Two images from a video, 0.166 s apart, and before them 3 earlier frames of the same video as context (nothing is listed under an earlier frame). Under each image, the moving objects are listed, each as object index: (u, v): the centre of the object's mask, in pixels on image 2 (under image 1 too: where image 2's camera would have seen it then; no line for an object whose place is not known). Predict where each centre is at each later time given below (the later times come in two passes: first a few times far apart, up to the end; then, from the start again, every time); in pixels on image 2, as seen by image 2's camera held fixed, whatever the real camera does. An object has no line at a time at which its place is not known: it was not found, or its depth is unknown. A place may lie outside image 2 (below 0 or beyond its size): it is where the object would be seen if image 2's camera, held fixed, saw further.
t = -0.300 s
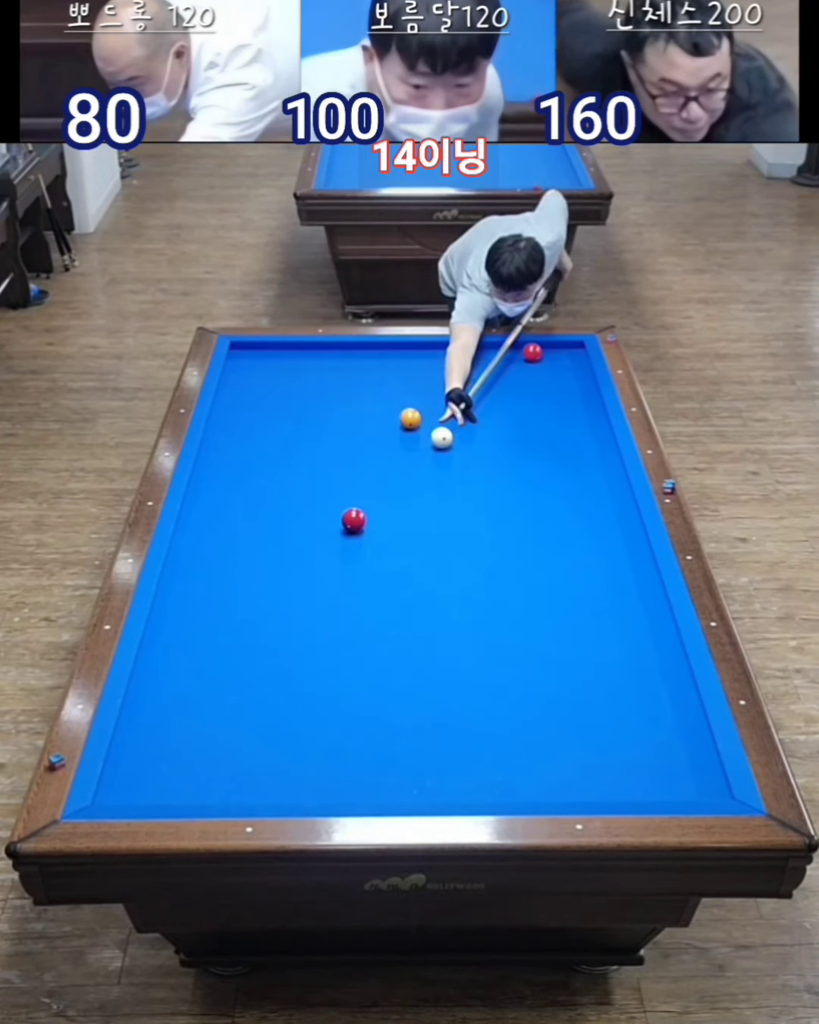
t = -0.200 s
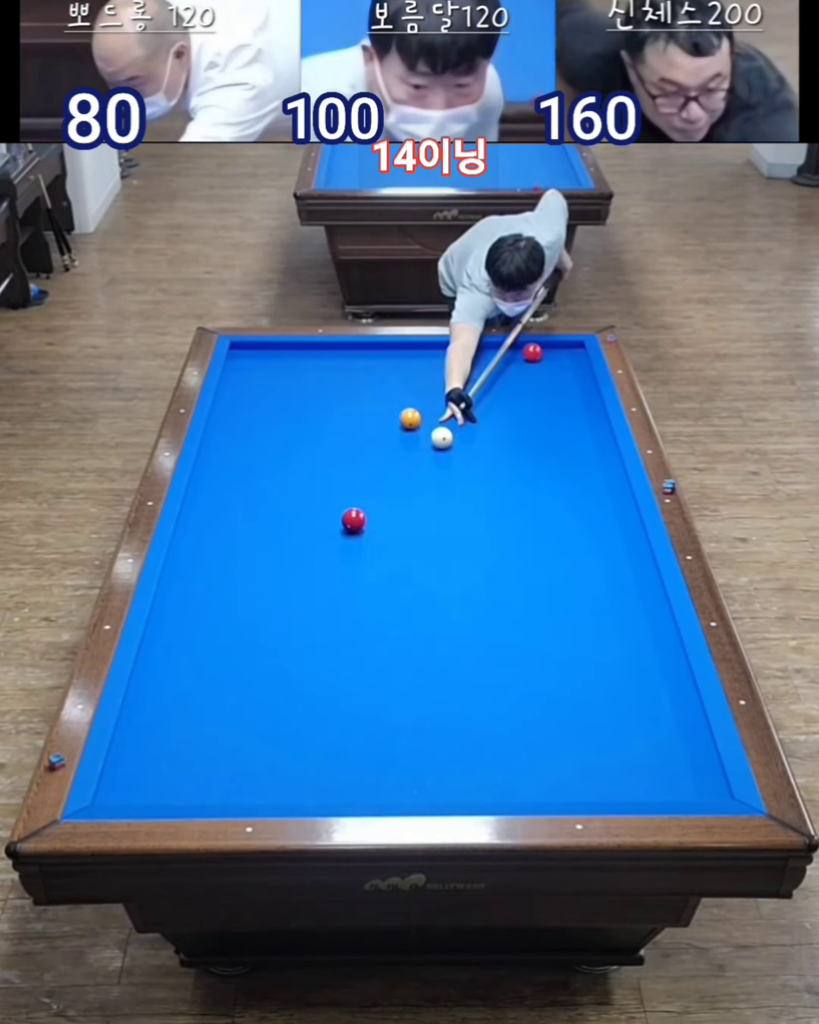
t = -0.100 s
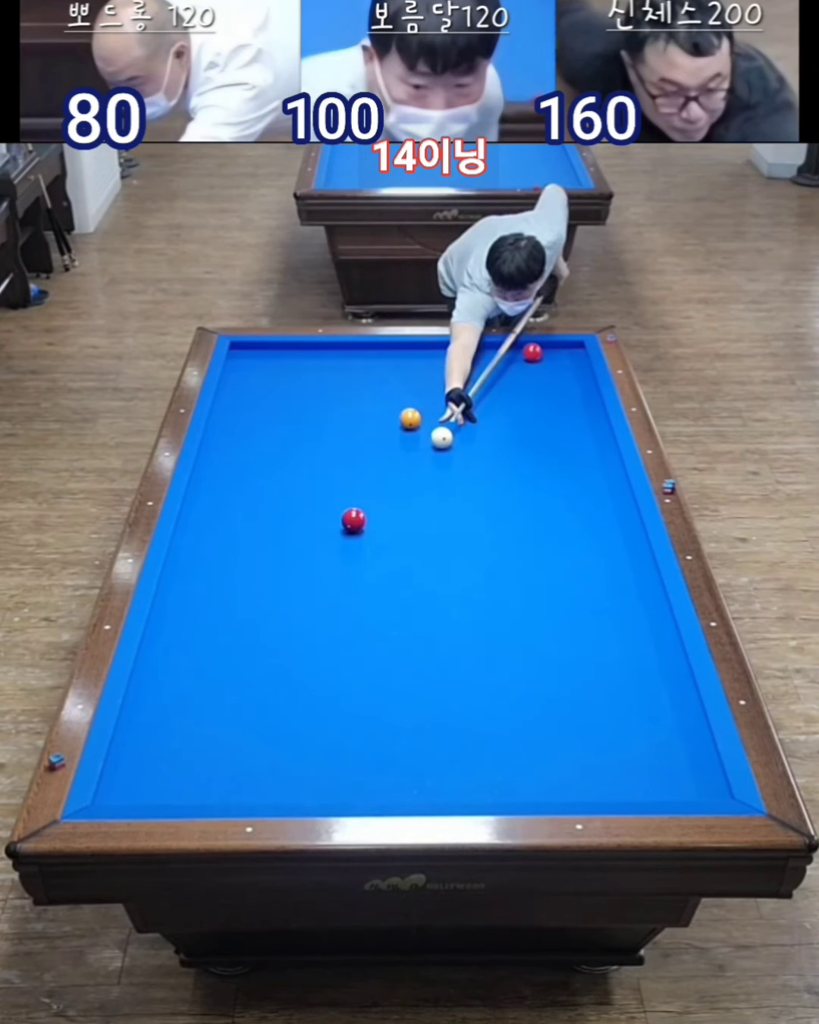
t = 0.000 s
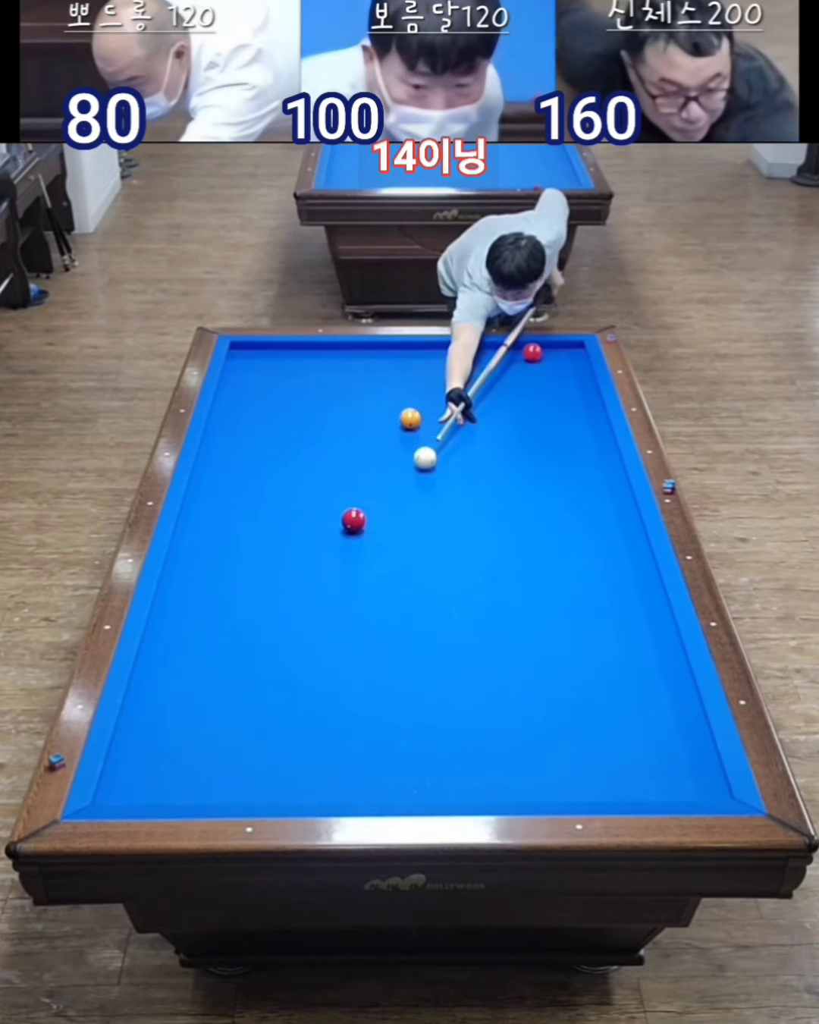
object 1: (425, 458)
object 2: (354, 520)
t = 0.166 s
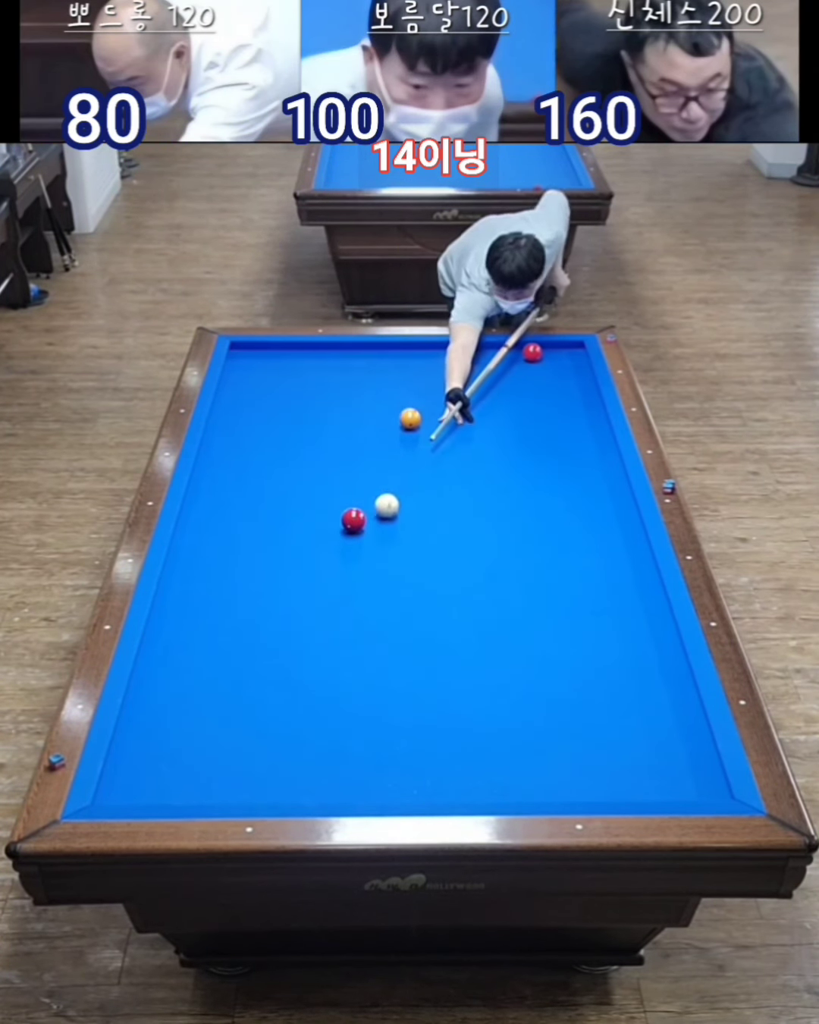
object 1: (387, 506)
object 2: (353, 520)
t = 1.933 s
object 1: (442, 580)
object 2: (314, 572)
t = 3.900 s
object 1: (482, 364)
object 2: (531, 616)
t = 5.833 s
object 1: (516, 407)
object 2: (656, 647)
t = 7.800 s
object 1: (547, 475)
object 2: (620, 656)
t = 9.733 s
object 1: (574, 552)
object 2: (620, 656)
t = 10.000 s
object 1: (574, 552)
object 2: (620, 656)
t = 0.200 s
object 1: (379, 516)
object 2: (353, 520)
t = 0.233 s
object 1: (380, 525)
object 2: (344, 521)
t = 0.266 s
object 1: (383, 534)
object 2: (333, 523)
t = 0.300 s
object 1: (384, 544)
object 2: (323, 524)
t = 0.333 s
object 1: (385, 554)
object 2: (314, 526)
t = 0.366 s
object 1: (386, 564)
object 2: (306, 527)
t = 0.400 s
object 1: (387, 574)
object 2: (298, 528)
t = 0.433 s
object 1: (387, 585)
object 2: (290, 529)
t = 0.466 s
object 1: (388, 596)
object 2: (281, 530)
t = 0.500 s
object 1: (389, 607)
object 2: (273, 532)
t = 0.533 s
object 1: (390, 619)
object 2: (265, 533)
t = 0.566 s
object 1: (390, 631)
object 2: (257, 534)
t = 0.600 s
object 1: (391, 643)
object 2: (249, 535)
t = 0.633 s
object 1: (392, 656)
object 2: (241, 536)
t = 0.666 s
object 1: (393, 668)
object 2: (233, 537)
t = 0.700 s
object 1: (393, 681)
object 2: (225, 539)
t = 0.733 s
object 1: (394, 695)
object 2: (216, 540)
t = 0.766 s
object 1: (395, 709)
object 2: (208, 541)
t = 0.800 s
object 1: (396, 723)
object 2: (200, 542)
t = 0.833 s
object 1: (397, 738)
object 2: (192, 543)
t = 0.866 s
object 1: (398, 753)
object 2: (184, 544)
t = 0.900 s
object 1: (399, 769)
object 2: (186, 545)
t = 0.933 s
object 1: (400, 785)
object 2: (192, 546)
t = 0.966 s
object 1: (402, 789)
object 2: (196, 547)
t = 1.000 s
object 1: (403, 779)
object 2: (201, 548)
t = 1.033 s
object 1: (405, 767)
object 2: (205, 549)
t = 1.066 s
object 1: (407, 756)
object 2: (209, 550)
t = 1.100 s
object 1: (409, 746)
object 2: (213, 551)
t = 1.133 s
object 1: (411, 737)
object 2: (217, 551)
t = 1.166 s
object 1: (412, 729)
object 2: (222, 552)
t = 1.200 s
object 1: (414, 721)
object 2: (225, 553)
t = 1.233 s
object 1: (415, 714)
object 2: (230, 553)
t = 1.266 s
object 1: (417, 706)
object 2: (233, 555)
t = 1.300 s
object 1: (418, 699)
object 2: (237, 556)
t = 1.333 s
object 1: (420, 691)
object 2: (242, 557)
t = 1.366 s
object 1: (421, 685)
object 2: (246, 558)
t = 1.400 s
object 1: (422, 678)
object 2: (250, 559)
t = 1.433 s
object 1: (424, 671)
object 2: (254, 559)
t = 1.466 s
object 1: (425, 664)
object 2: (258, 560)
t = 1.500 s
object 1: (427, 657)
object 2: (262, 561)
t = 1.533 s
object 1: (428, 651)
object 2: (267, 562)
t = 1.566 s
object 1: (429, 644)
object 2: (271, 562)
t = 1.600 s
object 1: (431, 638)
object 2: (275, 564)
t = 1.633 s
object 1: (432, 632)
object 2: (278, 565)
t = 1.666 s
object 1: (433, 626)
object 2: (283, 565)
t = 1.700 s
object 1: (434, 620)
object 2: (286, 566)
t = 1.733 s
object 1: (435, 614)
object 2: (291, 567)
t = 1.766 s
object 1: (436, 608)
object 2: (294, 568)
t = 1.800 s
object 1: (437, 602)
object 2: (298, 569)
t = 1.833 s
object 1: (439, 597)
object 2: (302, 570)
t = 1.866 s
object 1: (440, 591)
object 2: (306, 571)
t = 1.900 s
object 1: (441, 586)
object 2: (310, 571)
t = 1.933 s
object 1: (442, 580)
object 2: (314, 572)
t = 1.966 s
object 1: (443, 575)
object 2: (318, 573)
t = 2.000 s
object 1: (444, 570)
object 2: (322, 574)
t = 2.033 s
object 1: (445, 565)
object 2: (326, 575)
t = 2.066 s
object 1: (446, 560)
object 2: (330, 575)
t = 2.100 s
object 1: (447, 555)
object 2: (334, 576)
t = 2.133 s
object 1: (448, 550)
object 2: (338, 577)
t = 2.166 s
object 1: (448, 545)
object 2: (342, 578)
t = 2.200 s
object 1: (449, 540)
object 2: (346, 579)
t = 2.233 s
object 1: (450, 535)
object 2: (350, 579)
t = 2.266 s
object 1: (451, 531)
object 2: (353, 580)
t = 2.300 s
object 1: (452, 526)
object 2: (357, 581)
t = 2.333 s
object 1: (453, 522)
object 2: (361, 582)
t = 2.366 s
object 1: (454, 517)
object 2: (365, 583)
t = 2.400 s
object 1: (455, 513)
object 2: (369, 583)
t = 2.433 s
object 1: (455, 508)
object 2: (373, 584)
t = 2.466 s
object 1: (456, 504)
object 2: (377, 585)
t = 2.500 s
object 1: (457, 500)
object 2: (380, 586)
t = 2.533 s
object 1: (458, 496)
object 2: (384, 587)
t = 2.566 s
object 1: (458, 492)
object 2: (388, 587)
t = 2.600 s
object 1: (459, 488)
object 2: (392, 588)
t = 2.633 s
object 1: (460, 484)
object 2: (396, 589)
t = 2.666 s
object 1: (461, 480)
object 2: (400, 589)
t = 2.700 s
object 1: (462, 476)
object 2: (403, 590)
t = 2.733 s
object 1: (462, 472)
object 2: (407, 591)
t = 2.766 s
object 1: (463, 468)
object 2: (411, 592)
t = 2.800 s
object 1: (464, 465)
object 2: (414, 592)
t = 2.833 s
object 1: (464, 461)
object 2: (418, 593)
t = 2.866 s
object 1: (465, 458)
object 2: (422, 594)
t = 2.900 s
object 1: (466, 454)
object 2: (426, 595)
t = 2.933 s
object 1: (467, 450)
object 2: (429, 595)
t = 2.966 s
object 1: (467, 447)
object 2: (433, 596)
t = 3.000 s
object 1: (468, 443)
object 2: (437, 597)
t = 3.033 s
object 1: (468, 440)
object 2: (440, 598)
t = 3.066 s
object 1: (469, 437)
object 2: (444, 598)
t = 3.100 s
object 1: (470, 433)
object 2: (448, 599)
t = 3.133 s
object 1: (470, 430)
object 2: (451, 600)
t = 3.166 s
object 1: (471, 427)
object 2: (455, 601)
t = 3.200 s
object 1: (472, 424)
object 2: (459, 601)
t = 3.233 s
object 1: (472, 420)
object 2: (462, 602)
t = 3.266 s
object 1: (473, 417)
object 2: (466, 603)
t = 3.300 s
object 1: (473, 414)
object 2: (469, 603)
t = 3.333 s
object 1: (474, 411)
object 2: (473, 604)
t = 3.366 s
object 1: (474, 408)
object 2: (477, 605)
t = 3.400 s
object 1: (475, 405)
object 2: (480, 606)
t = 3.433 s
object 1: (475, 402)
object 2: (483, 607)
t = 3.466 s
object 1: (476, 399)
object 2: (487, 607)
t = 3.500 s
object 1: (476, 396)
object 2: (490, 608)
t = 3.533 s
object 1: (477, 394)
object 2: (494, 608)
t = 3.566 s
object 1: (477, 391)
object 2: (497, 609)
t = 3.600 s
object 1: (478, 388)
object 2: (501, 610)
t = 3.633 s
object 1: (478, 385)
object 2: (505, 611)
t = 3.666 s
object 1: (479, 383)
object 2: (508, 611)
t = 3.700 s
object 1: (479, 380)
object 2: (511, 612)
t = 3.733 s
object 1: (480, 377)
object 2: (515, 613)
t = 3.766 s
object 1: (481, 375)
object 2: (518, 613)
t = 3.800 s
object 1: (481, 372)
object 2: (521, 613)
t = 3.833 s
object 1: (481, 370)
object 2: (525, 615)
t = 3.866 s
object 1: (482, 367)
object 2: (528, 615)
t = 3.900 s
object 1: (482, 364)
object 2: (531, 616)
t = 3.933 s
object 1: (483, 362)
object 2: (535, 616)
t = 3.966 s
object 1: (483, 359)
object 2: (538, 617)
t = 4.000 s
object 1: (483, 357)
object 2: (541, 618)
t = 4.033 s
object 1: (484, 355)
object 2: (545, 619)
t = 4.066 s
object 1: (485, 352)
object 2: (548, 619)
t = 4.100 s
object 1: (485, 350)
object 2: (551, 620)
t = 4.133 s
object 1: (485, 348)
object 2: (554, 621)
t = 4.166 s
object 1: (486, 345)
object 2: (558, 621)
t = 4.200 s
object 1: (486, 346)
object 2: (561, 622)
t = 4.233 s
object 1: (487, 348)
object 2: (564, 623)
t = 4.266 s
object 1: (488, 349)
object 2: (567, 623)
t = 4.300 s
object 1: (488, 350)
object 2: (570, 624)
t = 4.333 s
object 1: (489, 351)
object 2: (573, 625)
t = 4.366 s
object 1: (490, 353)
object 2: (577, 626)
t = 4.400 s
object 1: (490, 354)
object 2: (580, 626)
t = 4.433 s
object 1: (491, 355)
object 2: (583, 627)
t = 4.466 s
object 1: (492, 356)
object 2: (586, 628)
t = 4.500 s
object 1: (492, 358)
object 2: (589, 628)
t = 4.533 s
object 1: (493, 359)
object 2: (592, 629)
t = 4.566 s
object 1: (493, 360)
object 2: (595, 629)
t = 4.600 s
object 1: (494, 361)
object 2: (598, 630)
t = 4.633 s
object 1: (495, 363)
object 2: (601, 630)
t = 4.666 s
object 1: (495, 364)
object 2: (604, 631)
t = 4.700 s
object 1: (496, 365)
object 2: (607, 632)
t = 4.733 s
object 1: (496, 367)
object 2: (610, 632)
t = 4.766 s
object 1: (497, 368)
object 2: (613, 633)
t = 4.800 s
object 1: (498, 369)
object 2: (616, 633)
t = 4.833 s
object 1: (498, 370)
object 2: (618, 634)
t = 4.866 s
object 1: (499, 371)
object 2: (622, 634)
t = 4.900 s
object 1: (499, 373)
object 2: (624, 635)
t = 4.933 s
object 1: (500, 374)
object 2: (627, 636)
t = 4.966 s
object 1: (501, 375)
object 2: (630, 636)
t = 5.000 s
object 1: (501, 376)
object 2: (633, 637)
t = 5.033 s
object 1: (502, 378)
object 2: (636, 637)
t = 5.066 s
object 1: (502, 379)
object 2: (638, 638)
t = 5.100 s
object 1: (503, 380)
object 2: (641, 638)
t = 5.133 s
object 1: (504, 381)
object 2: (644, 639)
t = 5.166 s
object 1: (504, 383)
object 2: (646, 639)
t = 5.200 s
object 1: (505, 384)
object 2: (649, 640)
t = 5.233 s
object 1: (505, 385)
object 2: (652, 640)
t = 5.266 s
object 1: (506, 386)
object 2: (655, 641)
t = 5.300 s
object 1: (506, 388)
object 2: (657, 641)
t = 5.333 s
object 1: (507, 389)
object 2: (660, 642)
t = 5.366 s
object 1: (507, 390)
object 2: (663, 643)
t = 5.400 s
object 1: (508, 391)
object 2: (665, 643)
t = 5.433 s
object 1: (509, 392)
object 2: (668, 643)
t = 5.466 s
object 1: (509, 394)
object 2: (668, 644)
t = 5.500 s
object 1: (510, 395)
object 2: (667, 644)
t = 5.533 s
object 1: (510, 396)
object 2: (666, 645)
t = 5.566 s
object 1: (511, 398)
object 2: (665, 645)
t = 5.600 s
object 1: (512, 399)
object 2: (664, 645)
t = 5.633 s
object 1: (512, 400)
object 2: (662, 646)
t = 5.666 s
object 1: (513, 401)
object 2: (661, 646)
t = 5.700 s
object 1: (514, 402)
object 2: (660, 646)
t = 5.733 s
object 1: (514, 403)
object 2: (659, 646)
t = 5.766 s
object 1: (515, 405)
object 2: (658, 647)
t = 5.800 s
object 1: (515, 406)
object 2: (657, 647)
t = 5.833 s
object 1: (516, 407)
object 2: (656, 647)
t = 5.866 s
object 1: (516, 408)
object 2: (655, 648)
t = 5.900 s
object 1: (517, 410)
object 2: (654, 648)
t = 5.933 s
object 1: (518, 411)
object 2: (653, 648)
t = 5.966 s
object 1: (518, 412)
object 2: (652, 648)
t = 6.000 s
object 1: (519, 413)
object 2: (650, 649)
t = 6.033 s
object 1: (519, 415)
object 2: (649, 649)
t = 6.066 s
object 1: (520, 416)
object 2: (648, 649)
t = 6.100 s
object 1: (520, 417)
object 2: (647, 650)
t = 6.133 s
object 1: (521, 418)
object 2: (646, 650)
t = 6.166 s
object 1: (522, 419)
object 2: (646, 650)
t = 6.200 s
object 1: (522, 421)
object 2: (645, 650)
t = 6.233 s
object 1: (523, 422)
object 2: (644, 651)
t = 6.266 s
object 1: (523, 423)
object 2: (643, 651)
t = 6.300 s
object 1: (524, 424)
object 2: (642, 651)
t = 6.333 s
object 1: (524, 425)
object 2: (641, 651)
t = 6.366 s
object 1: (525, 426)
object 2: (640, 652)
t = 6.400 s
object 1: (526, 428)
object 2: (639, 651)
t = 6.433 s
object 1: (526, 429)
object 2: (639, 651)
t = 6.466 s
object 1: (527, 430)
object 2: (638, 651)
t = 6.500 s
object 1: (527, 431)
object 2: (637, 652)
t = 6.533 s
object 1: (528, 432)
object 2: (636, 652)
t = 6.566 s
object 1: (528, 433)
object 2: (635, 653)
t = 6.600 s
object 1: (529, 435)
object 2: (635, 653)
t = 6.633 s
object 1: (529, 436)
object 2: (634, 653)
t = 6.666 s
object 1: (530, 437)
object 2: (633, 653)
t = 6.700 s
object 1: (530, 438)
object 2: (632, 654)
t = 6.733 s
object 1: (531, 439)
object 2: (632, 654)
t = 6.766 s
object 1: (532, 440)
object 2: (631, 654)
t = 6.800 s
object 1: (532, 442)
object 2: (631, 654)
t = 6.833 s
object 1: (533, 443)
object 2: (630, 654)
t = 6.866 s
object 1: (533, 444)
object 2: (629, 654)
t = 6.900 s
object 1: (534, 445)
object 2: (629, 654)
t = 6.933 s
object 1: (534, 446)
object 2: (628, 655)
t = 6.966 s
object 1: (535, 447)
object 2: (628, 655)
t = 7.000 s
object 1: (535, 448)
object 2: (627, 655)
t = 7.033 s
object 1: (536, 450)
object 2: (627, 655)
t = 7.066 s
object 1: (536, 451)
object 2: (626, 655)
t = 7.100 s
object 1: (537, 452)
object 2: (626, 655)
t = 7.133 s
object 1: (537, 453)
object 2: (625, 655)
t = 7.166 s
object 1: (538, 454)
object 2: (624, 655)
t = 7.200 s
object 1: (538, 455)
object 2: (624, 655)
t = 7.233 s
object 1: (539, 456)
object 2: (624, 655)
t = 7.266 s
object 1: (539, 457)
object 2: (623, 655)
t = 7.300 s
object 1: (540, 459)
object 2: (623, 655)
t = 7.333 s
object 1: (540, 460)
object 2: (623, 656)
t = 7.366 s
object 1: (541, 461)
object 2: (622, 656)
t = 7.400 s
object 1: (541, 462)
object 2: (622, 656)
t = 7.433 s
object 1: (542, 463)
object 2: (622, 656)
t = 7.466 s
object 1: (542, 464)
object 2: (622, 656)
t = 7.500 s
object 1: (543, 465)
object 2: (621, 656)
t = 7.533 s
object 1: (543, 466)
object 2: (621, 656)
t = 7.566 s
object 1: (544, 468)
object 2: (621, 656)
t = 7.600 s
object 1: (544, 469)
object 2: (620, 656)
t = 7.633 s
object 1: (545, 470)
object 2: (620, 656)
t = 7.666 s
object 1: (545, 471)
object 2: (620, 656)
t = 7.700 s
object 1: (546, 471)
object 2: (620, 656)
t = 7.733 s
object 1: (546, 473)
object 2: (620, 656)
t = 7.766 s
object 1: (547, 474)
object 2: (620, 657)
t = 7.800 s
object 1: (547, 475)
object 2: (620, 656)
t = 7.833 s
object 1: (547, 476)
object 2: (620, 656)
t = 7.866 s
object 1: (548, 477)
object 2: (620, 656)
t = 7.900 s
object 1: (548, 478)
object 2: (620, 656)
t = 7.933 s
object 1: (549, 479)
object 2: (620, 656)
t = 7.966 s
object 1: (549, 480)
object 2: (620, 657)
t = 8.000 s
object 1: (550, 481)
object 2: (620, 657)
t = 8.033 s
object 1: (550, 482)
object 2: (620, 656)
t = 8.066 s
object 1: (551, 483)
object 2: (620, 657)
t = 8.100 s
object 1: (551, 484)
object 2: (620, 656)
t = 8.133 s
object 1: (552, 485)
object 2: (620, 656)
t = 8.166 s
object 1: (552, 486)
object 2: (620, 656)
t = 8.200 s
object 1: (552, 487)
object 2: (620, 656)
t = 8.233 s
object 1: (553, 488)
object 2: (620, 656)
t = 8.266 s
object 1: (554, 489)
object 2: (620, 656)
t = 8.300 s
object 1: (554, 490)
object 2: (620, 656)
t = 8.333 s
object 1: (554, 491)
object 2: (620, 656)
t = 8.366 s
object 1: (555, 492)
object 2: (620, 656)
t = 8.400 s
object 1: (555, 493)
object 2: (620, 656)
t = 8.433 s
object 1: (555, 494)
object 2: (620, 656)
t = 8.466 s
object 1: (556, 495)
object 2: (620, 656)
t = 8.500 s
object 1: (556, 496)
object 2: (620, 656)
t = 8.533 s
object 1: (556, 497)
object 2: (620, 656)
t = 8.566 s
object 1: (557, 498)
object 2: (620, 656)
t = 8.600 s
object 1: (557, 498)
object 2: (620, 656)
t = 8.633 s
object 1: (557, 500)
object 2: (620, 656)
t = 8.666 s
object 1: (557, 500)
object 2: (620, 656)
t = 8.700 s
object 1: (558, 501)
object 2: (620, 656)
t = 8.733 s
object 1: (558, 502)
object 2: (620, 656)
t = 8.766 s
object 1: (558, 503)
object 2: (620, 656)
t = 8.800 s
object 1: (558, 504)
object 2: (620, 656)
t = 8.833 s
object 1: (559, 505)
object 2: (620, 656)
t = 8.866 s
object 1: (560, 508)
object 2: (620, 656)
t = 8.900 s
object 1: (561, 511)
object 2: (620, 656)
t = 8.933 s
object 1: (562, 514)
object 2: (620, 656)
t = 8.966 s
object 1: (563, 517)
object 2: (620, 656)
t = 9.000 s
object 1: (564, 520)
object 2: (620, 656)
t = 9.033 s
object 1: (565, 523)
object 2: (620, 656)
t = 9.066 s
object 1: (566, 526)
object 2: (620, 656)
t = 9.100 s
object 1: (567, 528)
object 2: (620, 656)
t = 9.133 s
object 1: (567, 531)
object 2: (620, 656)
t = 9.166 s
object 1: (568, 534)
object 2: (620, 656)
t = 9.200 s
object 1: (568, 536)
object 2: (620, 656)
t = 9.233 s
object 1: (569, 538)
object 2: (620, 656)
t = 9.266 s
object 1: (569, 540)
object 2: (620, 656)
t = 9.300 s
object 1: (569, 542)
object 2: (620, 656)
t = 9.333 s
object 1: (570, 544)
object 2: (620, 656)
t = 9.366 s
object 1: (571, 545)
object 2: (620, 656)
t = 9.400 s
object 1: (571, 547)
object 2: (620, 656)
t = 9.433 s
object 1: (572, 548)
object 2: (620, 656)
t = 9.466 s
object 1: (572, 549)
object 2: (620, 656)
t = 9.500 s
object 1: (572, 550)
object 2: (620, 656)
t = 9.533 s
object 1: (572, 551)
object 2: (620, 656)
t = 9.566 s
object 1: (573, 551)
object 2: (620, 656)
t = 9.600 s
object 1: (573, 552)
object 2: (620, 656)
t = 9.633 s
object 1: (573, 552)
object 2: (620, 656)
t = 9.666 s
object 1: (573, 552)
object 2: (620, 656)
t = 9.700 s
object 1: (573, 552)
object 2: (620, 656)
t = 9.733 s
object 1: (574, 552)
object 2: (620, 656)
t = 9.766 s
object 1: (574, 552)
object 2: (620, 656)
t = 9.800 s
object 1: (574, 552)
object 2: (620, 656)
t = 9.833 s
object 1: (574, 552)
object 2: (620, 656)
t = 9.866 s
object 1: (574, 552)
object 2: (620, 656)
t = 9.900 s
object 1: (574, 552)
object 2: (620, 656)
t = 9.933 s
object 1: (574, 552)
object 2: (620, 656)
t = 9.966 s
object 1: (574, 552)
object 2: (620, 656)
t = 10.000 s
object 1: (574, 552)
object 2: (620, 656)
